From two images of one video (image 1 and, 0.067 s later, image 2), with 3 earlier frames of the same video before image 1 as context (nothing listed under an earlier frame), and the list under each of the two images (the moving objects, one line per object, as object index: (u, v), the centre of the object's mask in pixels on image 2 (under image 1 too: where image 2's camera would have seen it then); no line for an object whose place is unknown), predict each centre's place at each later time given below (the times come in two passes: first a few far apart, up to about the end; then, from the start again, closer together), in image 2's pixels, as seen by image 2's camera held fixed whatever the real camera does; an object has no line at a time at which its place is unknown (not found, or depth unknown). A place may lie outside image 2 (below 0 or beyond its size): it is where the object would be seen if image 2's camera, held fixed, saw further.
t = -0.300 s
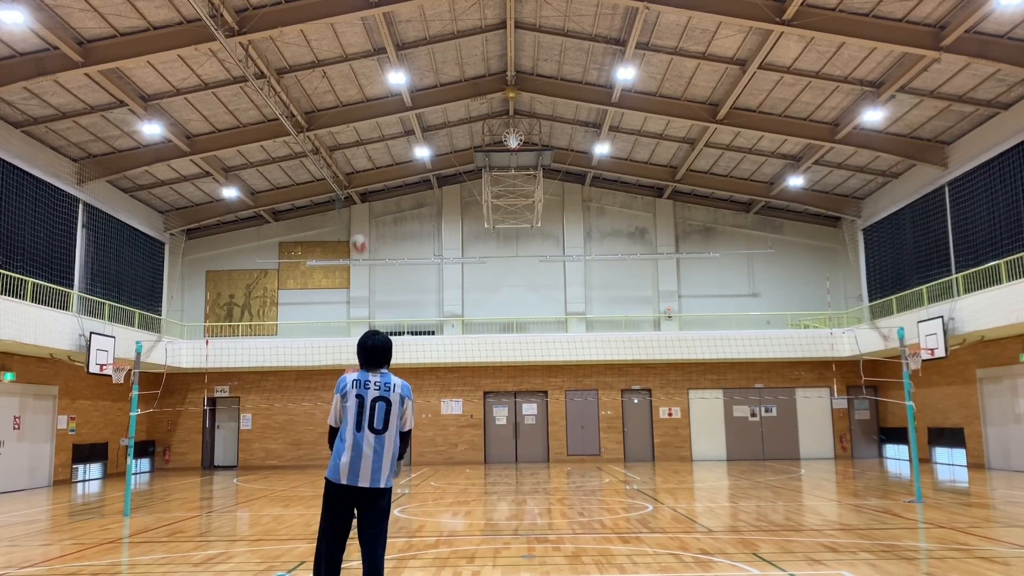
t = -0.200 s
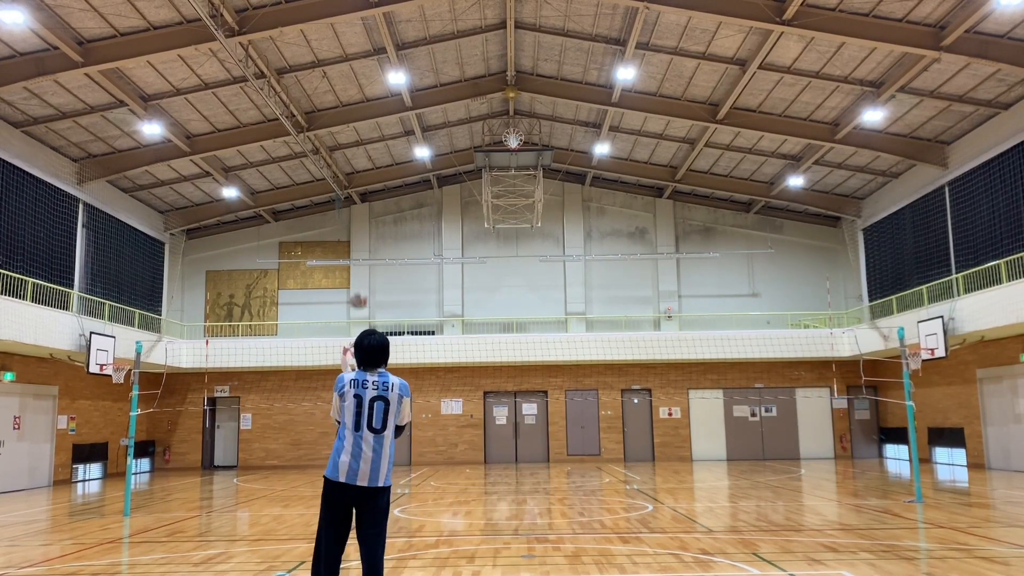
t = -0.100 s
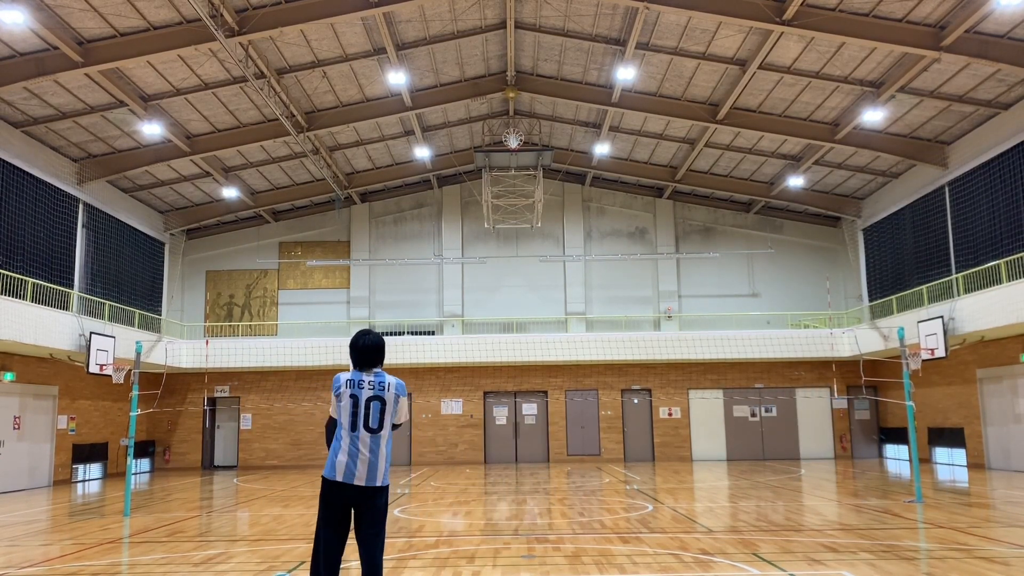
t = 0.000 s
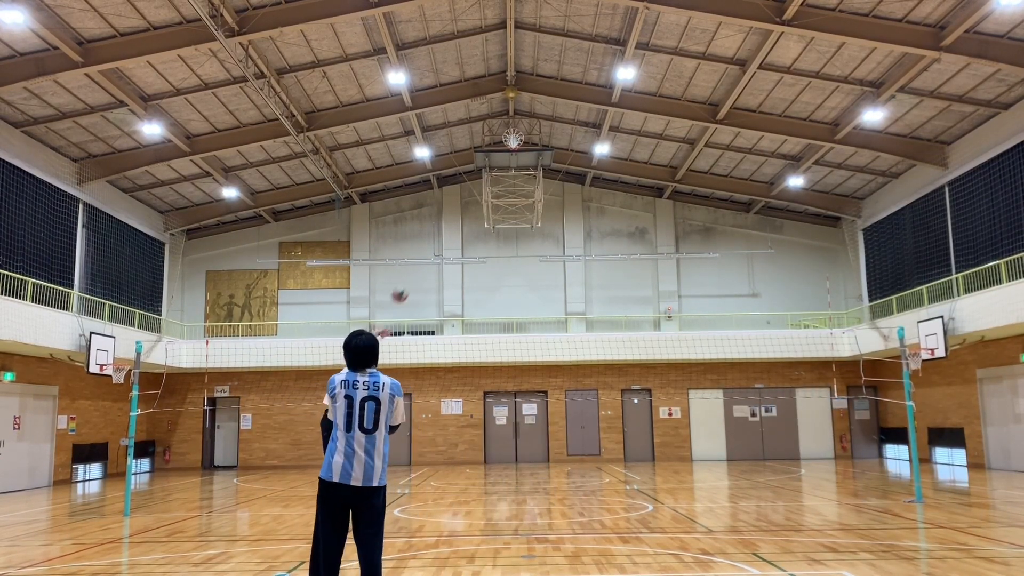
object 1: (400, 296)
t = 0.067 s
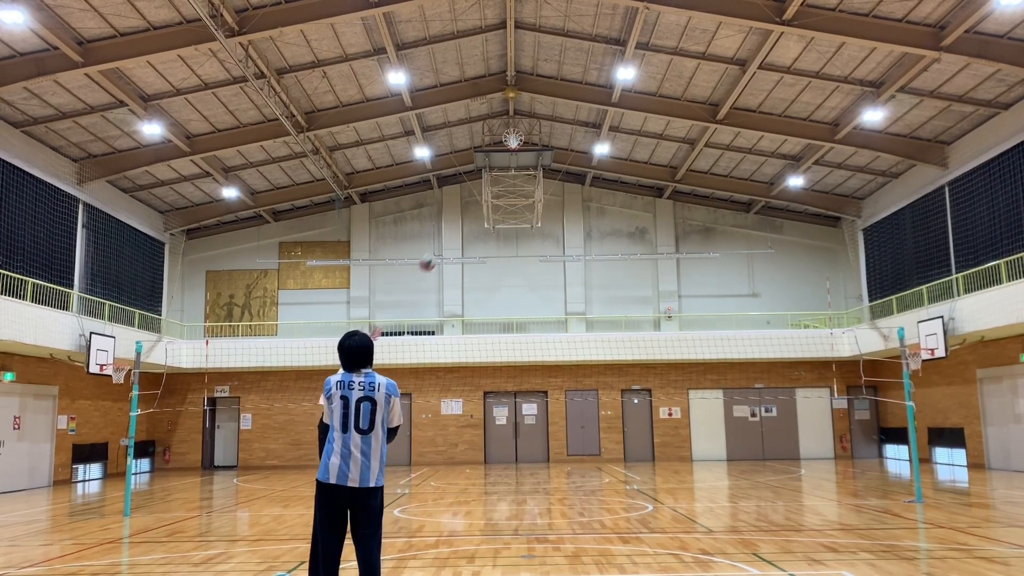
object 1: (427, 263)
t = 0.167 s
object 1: (466, 224)
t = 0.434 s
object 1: (561, 162)
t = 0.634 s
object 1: (629, 153)
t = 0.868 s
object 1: (705, 179)
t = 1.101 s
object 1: (780, 244)
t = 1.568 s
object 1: (923, 487)
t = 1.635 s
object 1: (935, 483)
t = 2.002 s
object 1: (971, 366)
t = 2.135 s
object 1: (986, 352)
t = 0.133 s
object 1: (453, 236)
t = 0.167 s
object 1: (466, 224)
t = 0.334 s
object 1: (527, 178)
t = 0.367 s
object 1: (539, 172)
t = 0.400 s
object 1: (550, 168)
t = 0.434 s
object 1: (561, 162)
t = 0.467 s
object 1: (573, 159)
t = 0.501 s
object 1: (584, 157)
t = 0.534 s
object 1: (595, 155)
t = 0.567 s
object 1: (607, 154)
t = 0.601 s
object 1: (618, 153)
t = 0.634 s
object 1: (629, 153)
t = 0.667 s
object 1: (640, 155)
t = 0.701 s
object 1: (651, 157)
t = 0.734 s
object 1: (662, 160)
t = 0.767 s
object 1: (673, 164)
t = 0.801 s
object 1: (683, 169)
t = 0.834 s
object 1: (693, 174)
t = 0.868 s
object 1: (705, 179)
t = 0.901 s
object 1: (716, 187)
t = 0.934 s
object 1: (727, 195)
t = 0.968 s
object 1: (738, 203)
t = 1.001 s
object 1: (749, 212)
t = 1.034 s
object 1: (759, 222)
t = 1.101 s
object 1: (780, 244)
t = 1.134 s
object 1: (791, 256)
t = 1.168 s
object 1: (801, 270)
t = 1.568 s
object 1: (923, 487)
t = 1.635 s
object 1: (935, 483)
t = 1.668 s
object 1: (938, 468)
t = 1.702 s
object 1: (940, 454)
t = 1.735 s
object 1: (944, 440)
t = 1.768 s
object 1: (947, 429)
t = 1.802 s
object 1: (950, 416)
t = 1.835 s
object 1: (953, 405)
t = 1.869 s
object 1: (957, 395)
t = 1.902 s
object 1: (960, 387)
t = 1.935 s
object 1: (963, 380)
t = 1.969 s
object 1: (967, 373)
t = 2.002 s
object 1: (971, 366)
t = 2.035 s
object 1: (974, 361)
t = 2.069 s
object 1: (978, 358)
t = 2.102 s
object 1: (982, 355)
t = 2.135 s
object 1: (986, 352)
